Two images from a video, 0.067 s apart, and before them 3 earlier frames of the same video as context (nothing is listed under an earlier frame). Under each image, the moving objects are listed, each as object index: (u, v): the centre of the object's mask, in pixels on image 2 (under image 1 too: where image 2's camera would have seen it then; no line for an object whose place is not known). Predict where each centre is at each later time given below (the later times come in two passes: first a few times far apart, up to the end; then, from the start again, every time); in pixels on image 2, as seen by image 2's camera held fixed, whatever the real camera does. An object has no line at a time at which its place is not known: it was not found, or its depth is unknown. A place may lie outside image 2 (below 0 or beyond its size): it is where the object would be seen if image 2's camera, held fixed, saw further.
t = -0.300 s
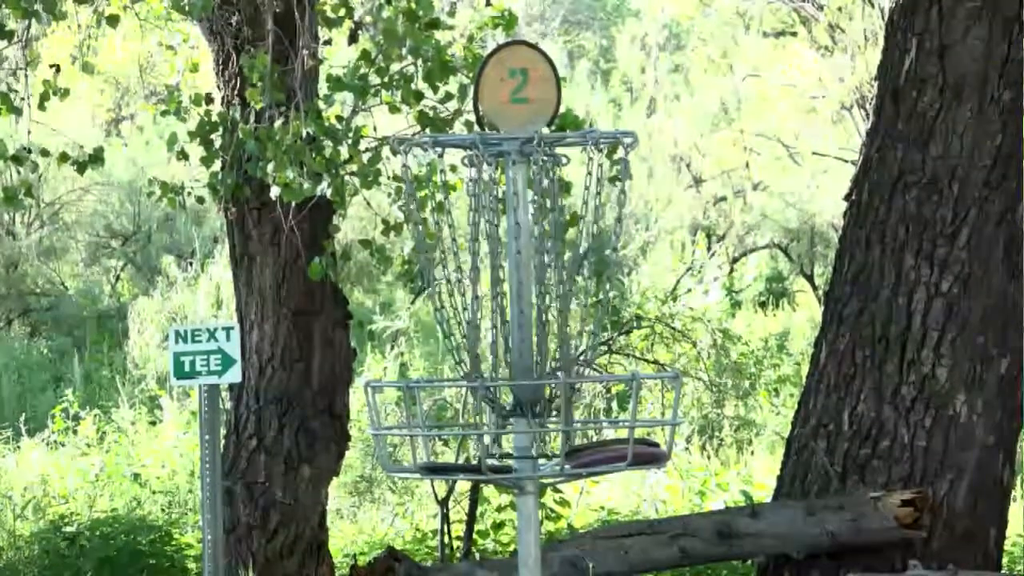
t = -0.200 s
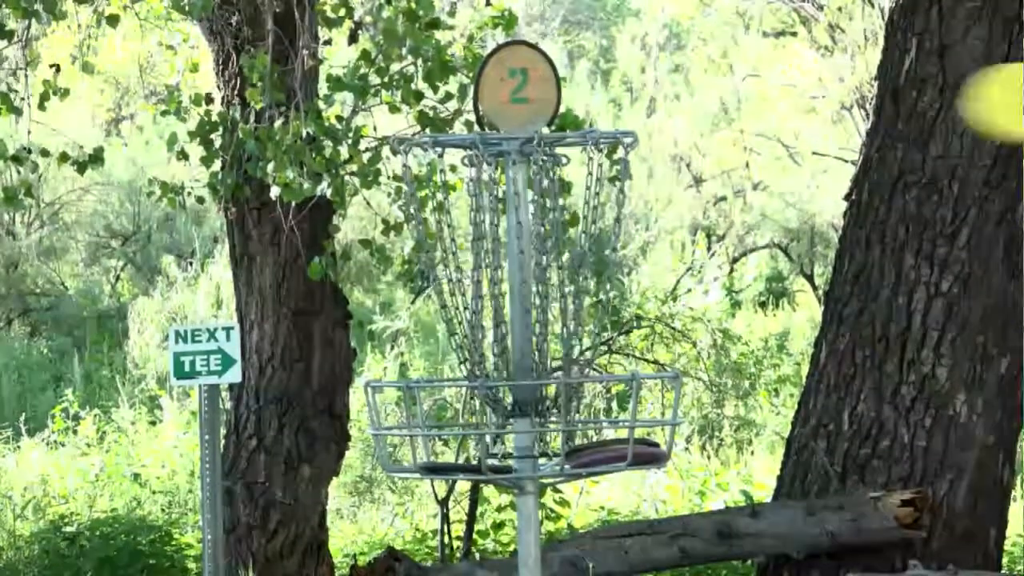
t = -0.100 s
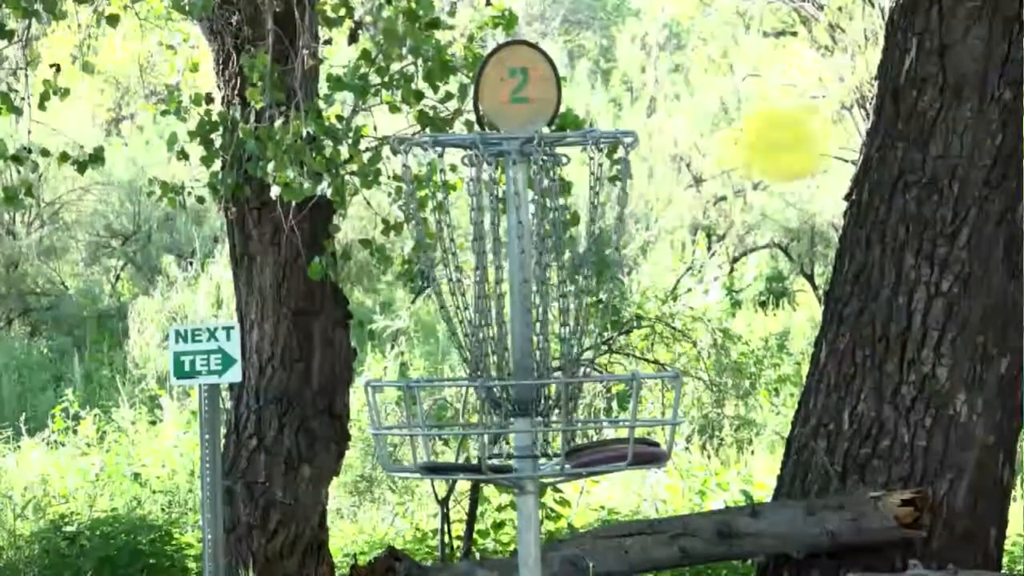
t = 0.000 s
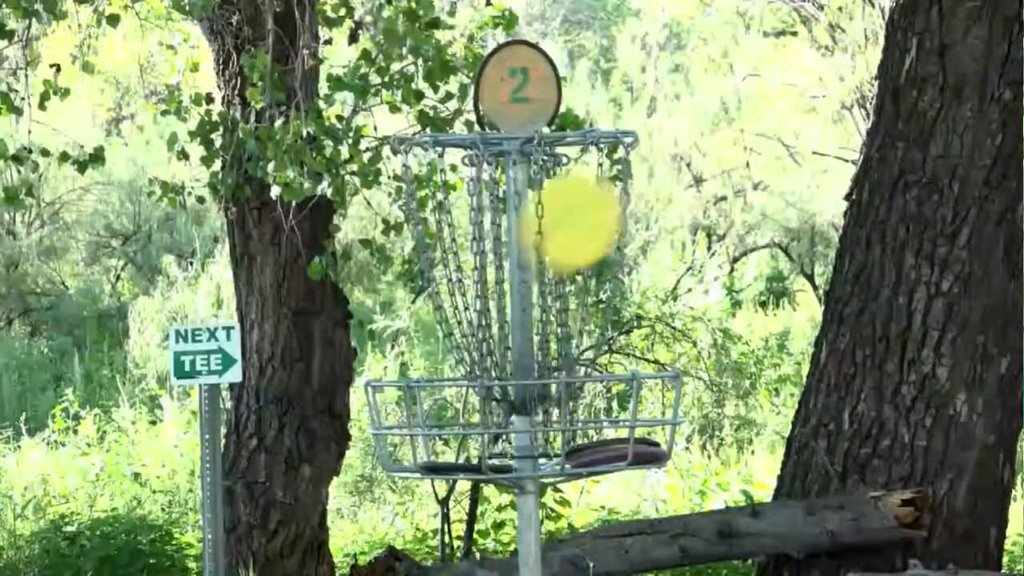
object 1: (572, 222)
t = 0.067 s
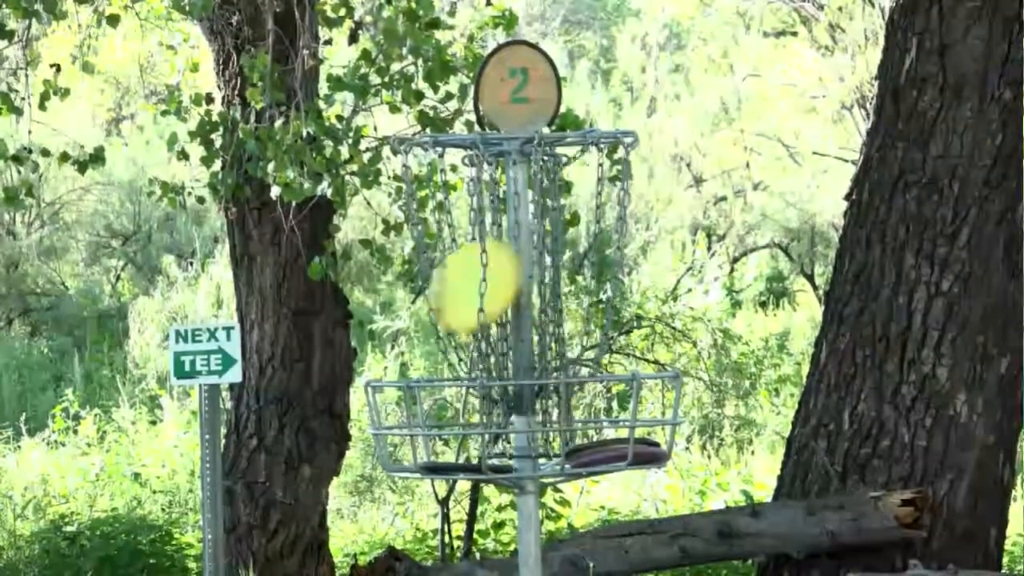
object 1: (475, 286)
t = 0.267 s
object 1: (445, 405)
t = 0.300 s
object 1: (449, 422)
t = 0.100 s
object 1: (459, 301)
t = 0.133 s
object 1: (455, 313)
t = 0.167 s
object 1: (453, 330)
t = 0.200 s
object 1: (448, 351)
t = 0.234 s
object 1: (448, 376)
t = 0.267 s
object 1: (445, 405)
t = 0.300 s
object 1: (449, 422)
